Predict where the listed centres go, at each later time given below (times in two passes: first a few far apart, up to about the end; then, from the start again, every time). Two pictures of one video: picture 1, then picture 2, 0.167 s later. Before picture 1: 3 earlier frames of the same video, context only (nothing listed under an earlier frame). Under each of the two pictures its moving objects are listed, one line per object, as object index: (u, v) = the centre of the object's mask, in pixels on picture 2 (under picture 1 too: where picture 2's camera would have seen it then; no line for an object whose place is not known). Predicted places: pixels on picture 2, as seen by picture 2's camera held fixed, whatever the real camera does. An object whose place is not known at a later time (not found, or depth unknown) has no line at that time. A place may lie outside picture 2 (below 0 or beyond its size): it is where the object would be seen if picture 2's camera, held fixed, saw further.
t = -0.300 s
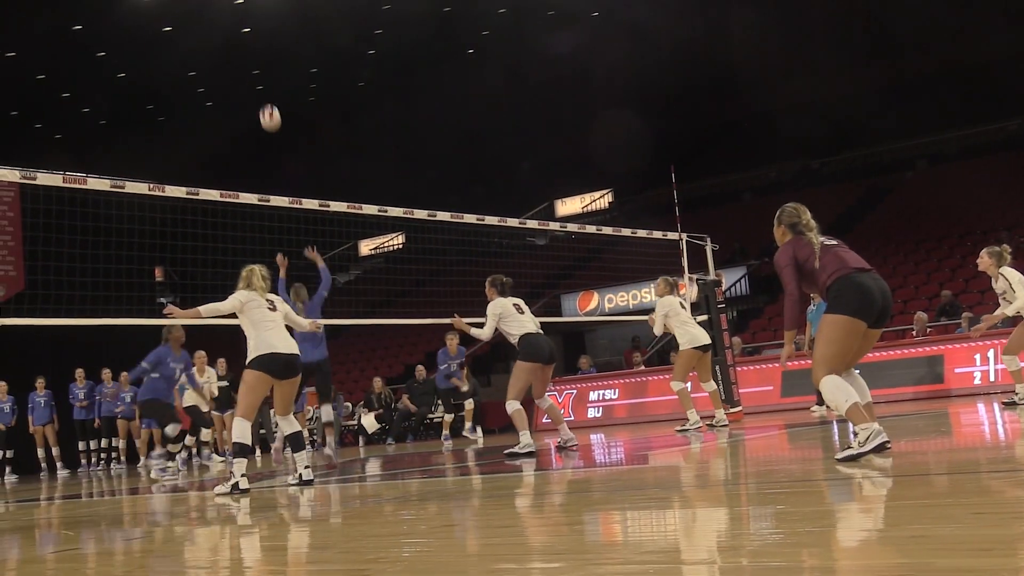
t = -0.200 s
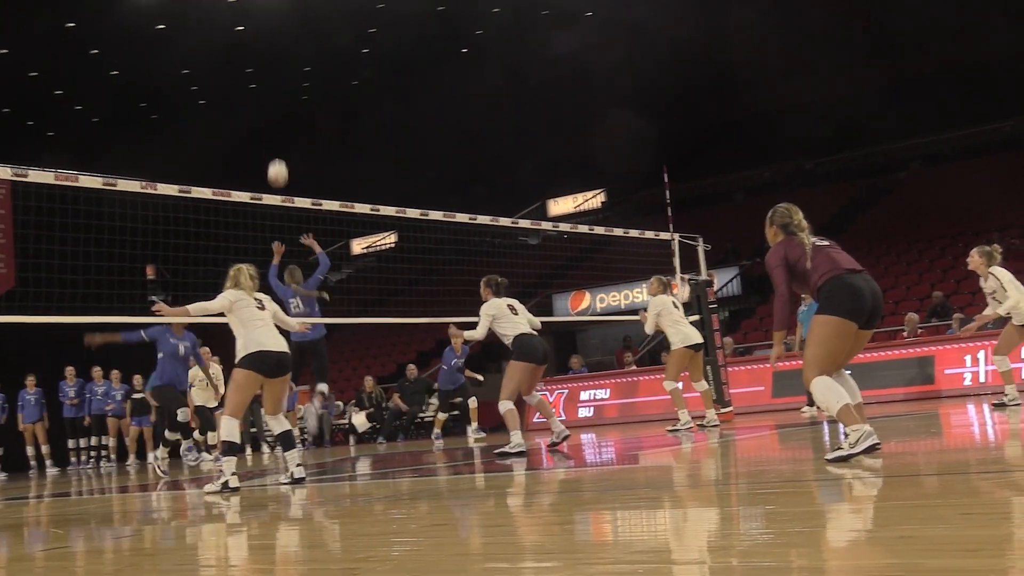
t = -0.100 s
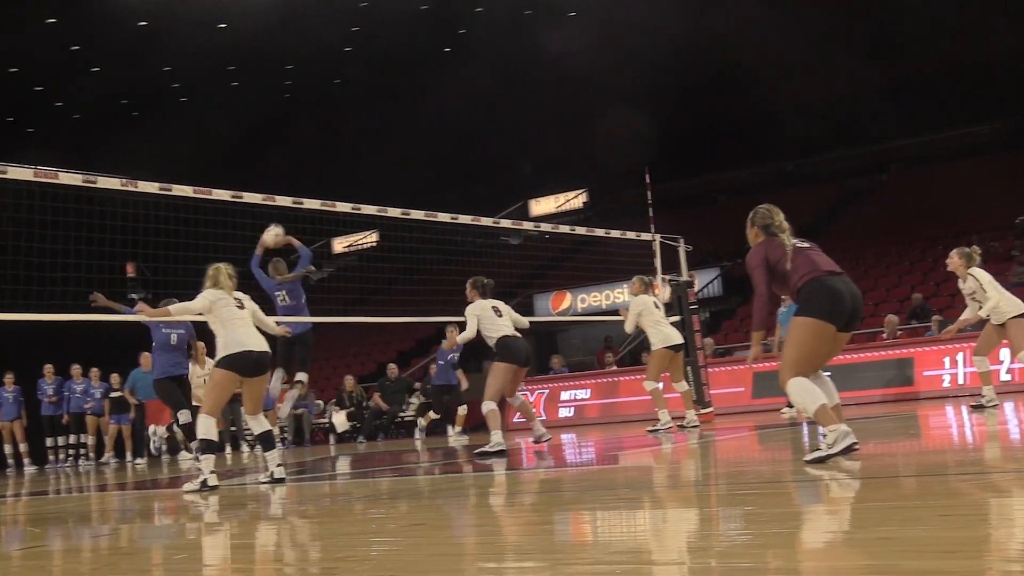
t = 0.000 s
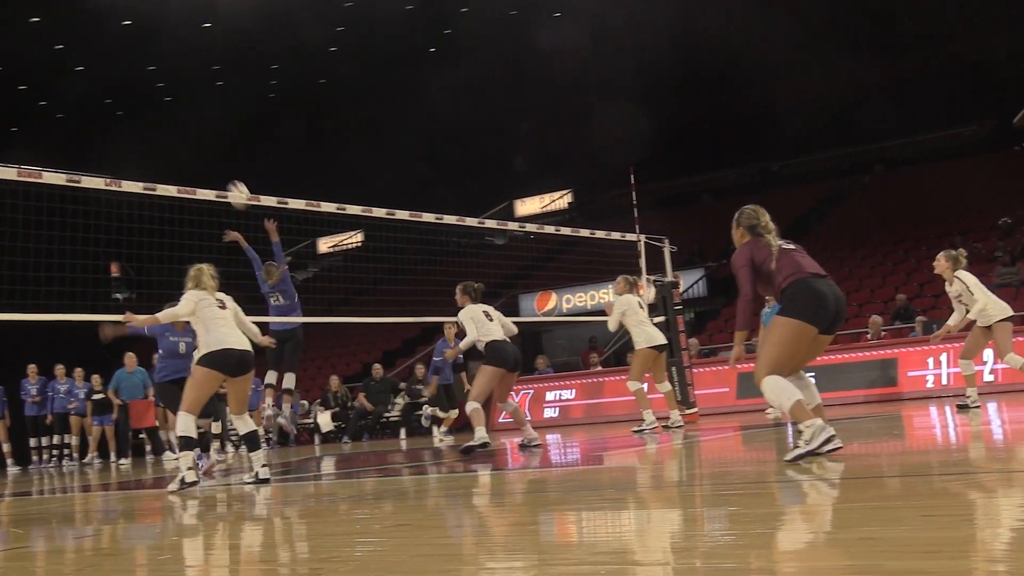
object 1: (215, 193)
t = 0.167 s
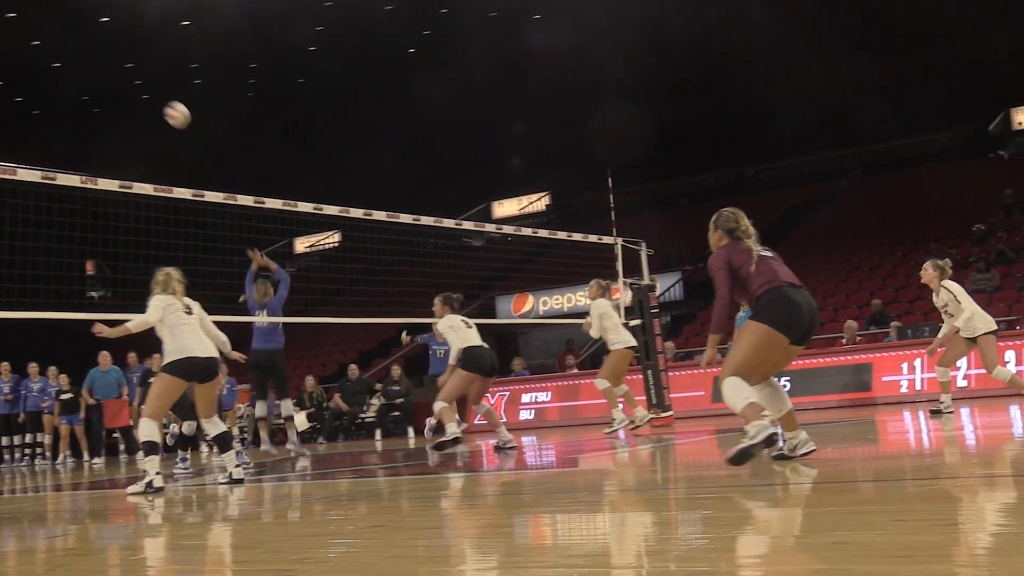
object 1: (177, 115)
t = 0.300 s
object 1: (146, 71)
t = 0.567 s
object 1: (80, 33)
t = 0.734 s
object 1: (39, 52)
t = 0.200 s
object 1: (170, 102)
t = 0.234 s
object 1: (162, 90)
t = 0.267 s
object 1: (154, 80)
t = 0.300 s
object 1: (146, 71)
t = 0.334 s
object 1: (138, 62)
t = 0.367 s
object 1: (131, 55)
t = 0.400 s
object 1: (122, 49)
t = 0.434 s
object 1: (114, 43)
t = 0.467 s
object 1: (105, 38)
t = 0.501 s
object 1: (97, 35)
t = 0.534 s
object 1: (89, 33)
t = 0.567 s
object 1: (80, 33)
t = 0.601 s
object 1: (72, 34)
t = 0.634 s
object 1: (64, 36)
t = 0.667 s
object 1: (55, 40)
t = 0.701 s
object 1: (47, 45)
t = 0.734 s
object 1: (39, 52)
